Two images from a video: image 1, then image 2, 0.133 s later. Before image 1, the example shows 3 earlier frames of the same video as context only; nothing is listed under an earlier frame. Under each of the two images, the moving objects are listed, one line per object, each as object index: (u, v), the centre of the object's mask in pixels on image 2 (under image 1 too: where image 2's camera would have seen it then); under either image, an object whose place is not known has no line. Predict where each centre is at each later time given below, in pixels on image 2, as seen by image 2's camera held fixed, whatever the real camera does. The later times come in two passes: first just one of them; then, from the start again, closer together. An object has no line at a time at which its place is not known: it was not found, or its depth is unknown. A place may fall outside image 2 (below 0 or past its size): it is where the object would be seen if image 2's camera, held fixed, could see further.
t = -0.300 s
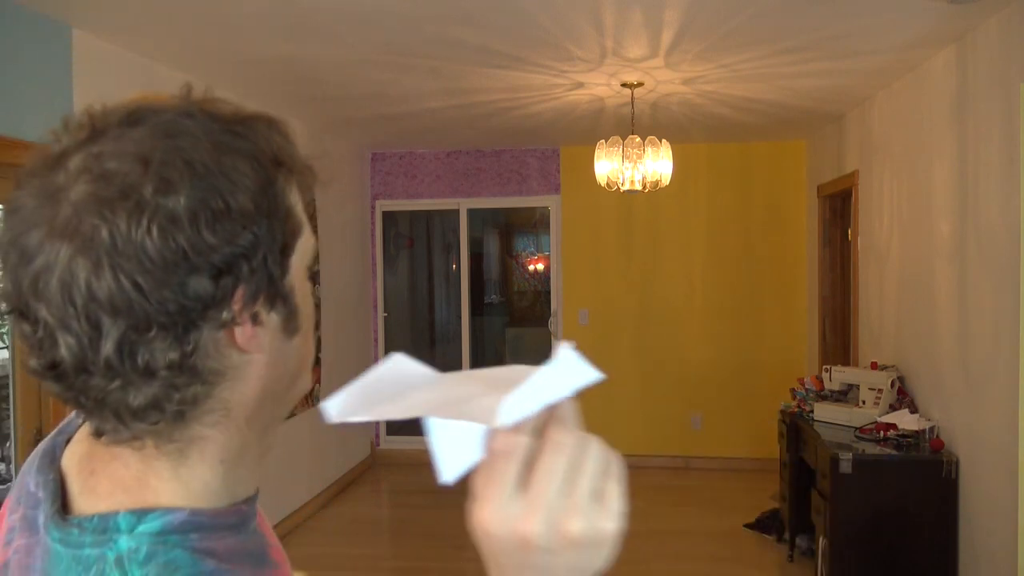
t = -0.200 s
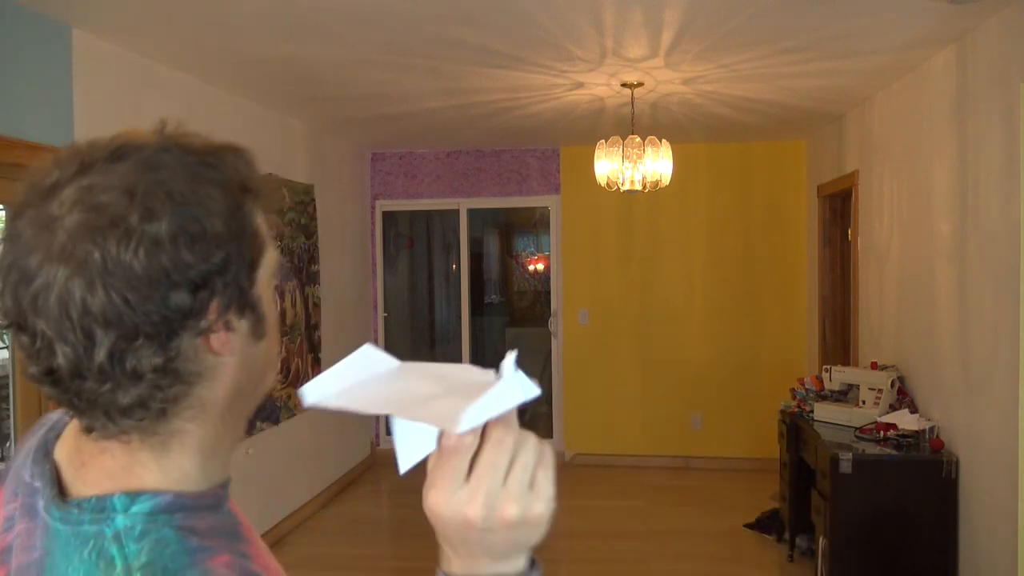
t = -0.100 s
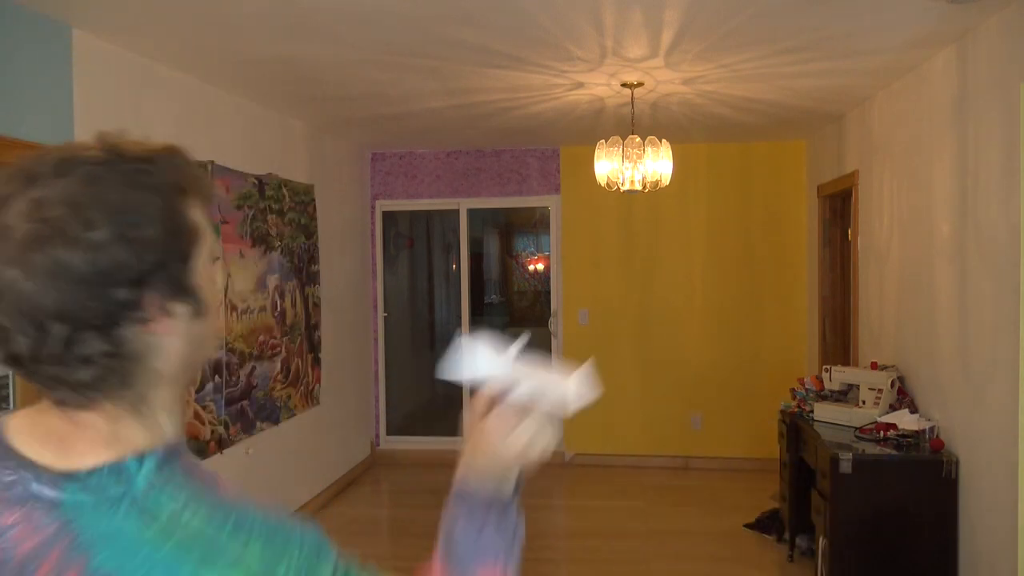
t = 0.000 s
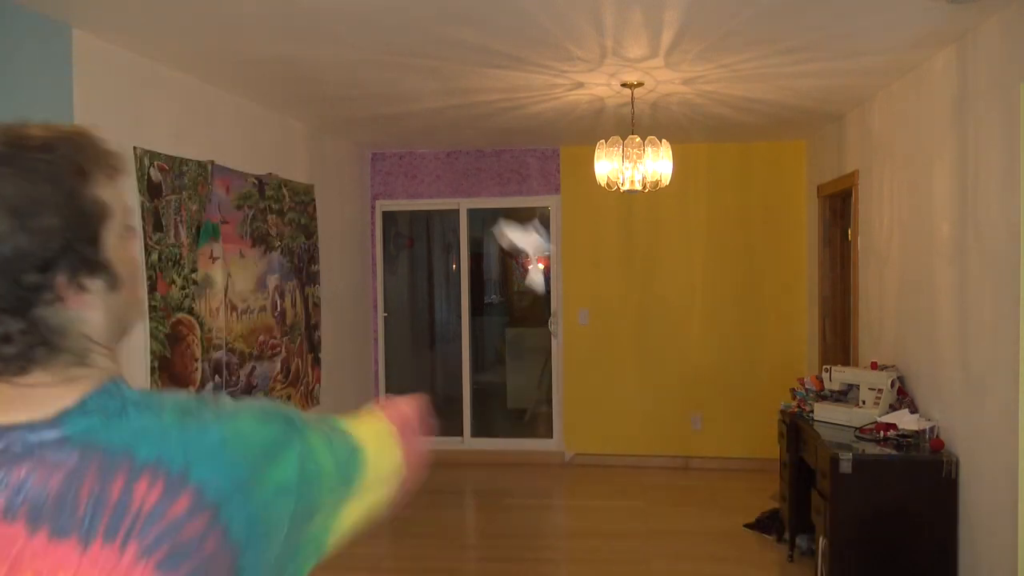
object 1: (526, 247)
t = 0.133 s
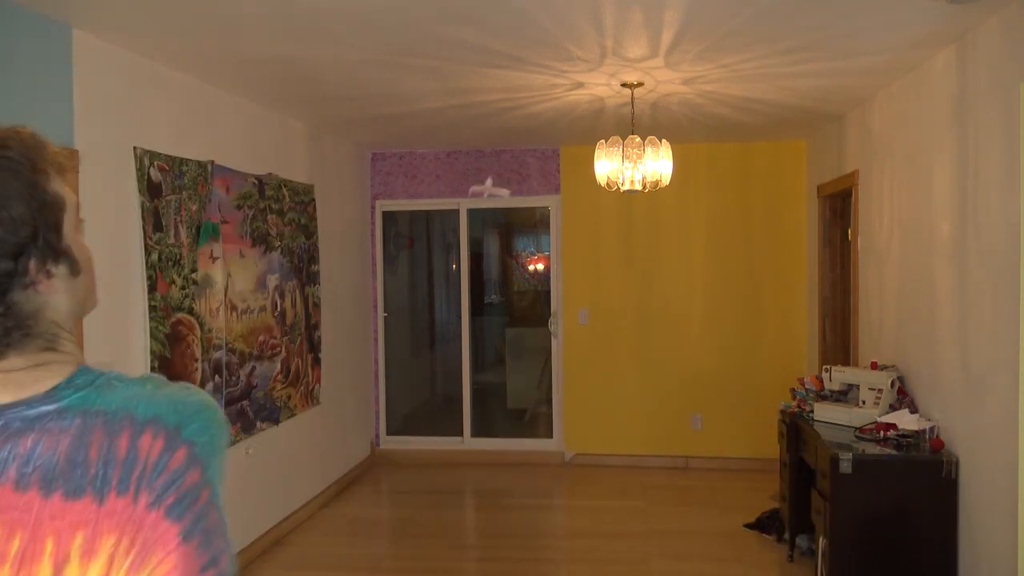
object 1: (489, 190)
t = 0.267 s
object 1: (475, 242)
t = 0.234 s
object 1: (477, 224)
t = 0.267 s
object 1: (475, 242)
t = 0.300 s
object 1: (475, 262)
